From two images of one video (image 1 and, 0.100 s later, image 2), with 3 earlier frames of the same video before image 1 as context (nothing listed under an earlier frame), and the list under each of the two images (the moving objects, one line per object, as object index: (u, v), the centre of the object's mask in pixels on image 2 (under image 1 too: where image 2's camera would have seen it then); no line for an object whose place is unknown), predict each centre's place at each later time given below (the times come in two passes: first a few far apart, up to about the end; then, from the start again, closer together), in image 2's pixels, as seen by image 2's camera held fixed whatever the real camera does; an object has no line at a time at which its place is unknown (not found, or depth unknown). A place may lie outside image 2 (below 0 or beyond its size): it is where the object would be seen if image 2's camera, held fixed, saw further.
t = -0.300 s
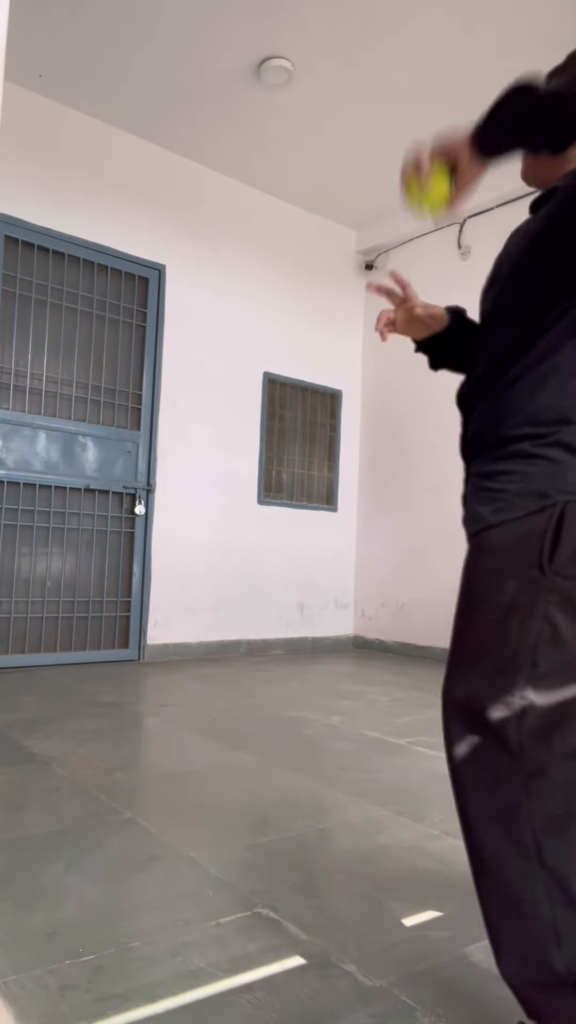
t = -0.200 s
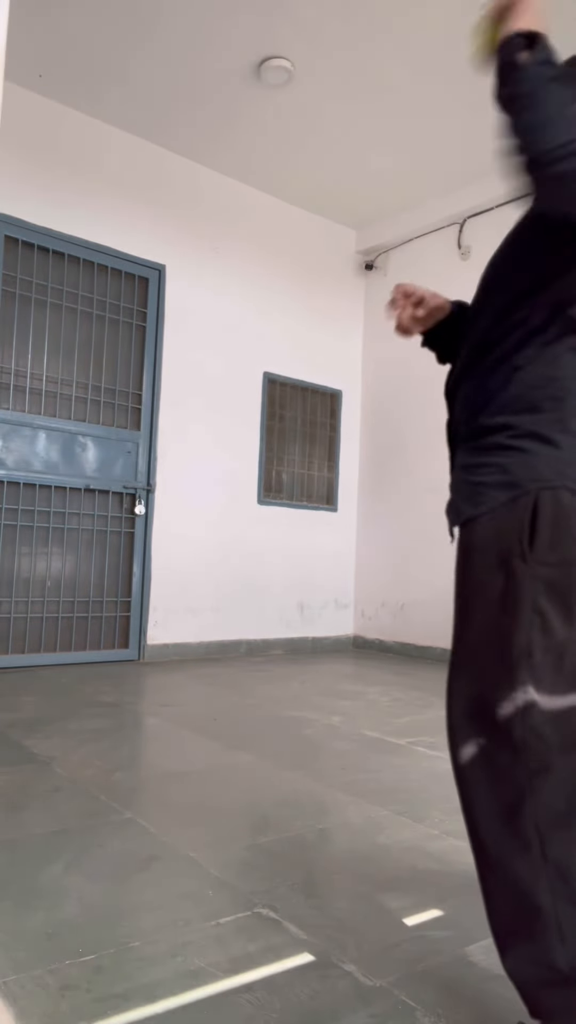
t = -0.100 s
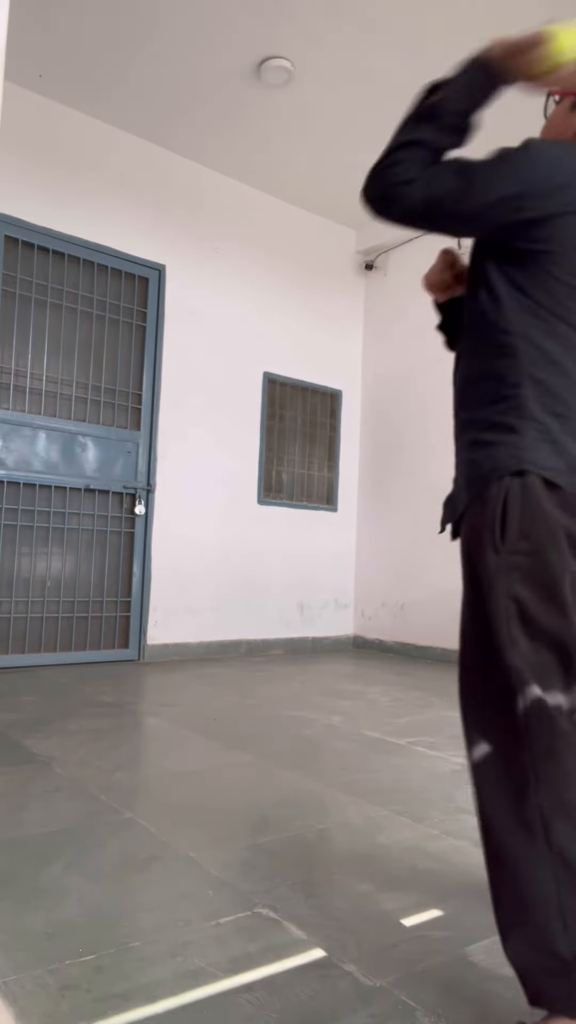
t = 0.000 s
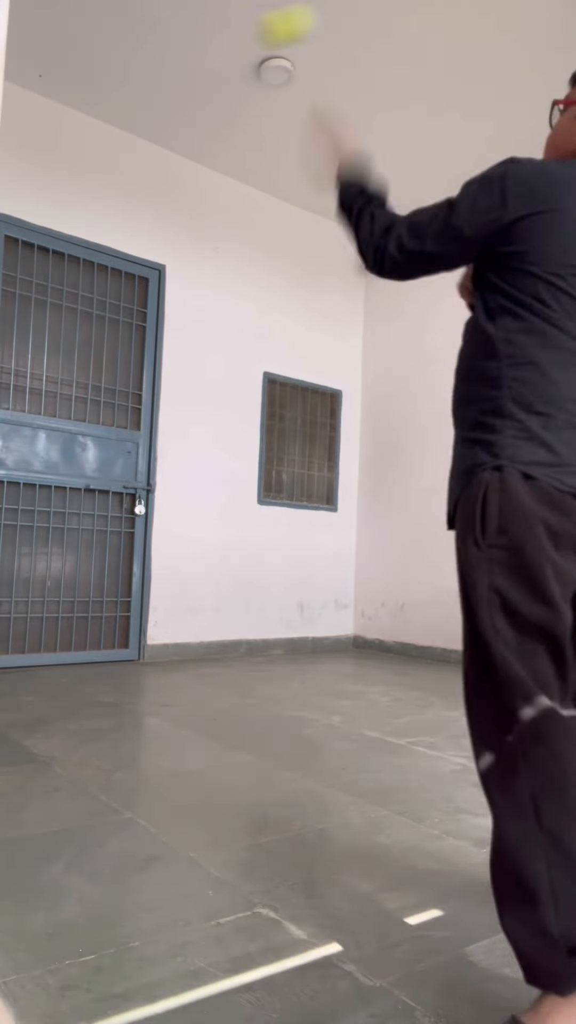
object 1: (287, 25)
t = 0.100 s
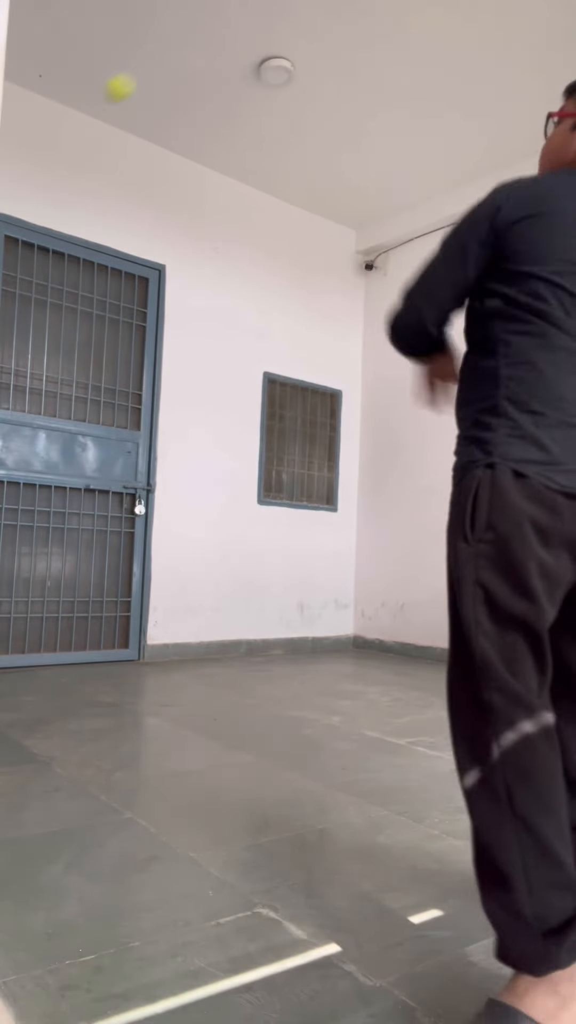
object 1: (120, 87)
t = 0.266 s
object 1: (2, 178)
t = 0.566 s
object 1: (118, 179)
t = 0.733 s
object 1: (308, 240)
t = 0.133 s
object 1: (86, 106)
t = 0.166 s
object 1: (56, 125)
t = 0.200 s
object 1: (33, 143)
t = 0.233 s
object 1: (13, 160)
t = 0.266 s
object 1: (2, 178)
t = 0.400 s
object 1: (2, 198)
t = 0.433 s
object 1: (18, 189)
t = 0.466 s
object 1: (41, 183)
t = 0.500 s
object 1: (63, 179)
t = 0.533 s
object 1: (90, 177)
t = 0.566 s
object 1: (118, 179)
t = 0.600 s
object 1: (148, 182)
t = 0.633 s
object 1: (183, 189)
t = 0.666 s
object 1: (220, 201)
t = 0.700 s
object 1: (260, 217)
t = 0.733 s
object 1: (308, 240)
